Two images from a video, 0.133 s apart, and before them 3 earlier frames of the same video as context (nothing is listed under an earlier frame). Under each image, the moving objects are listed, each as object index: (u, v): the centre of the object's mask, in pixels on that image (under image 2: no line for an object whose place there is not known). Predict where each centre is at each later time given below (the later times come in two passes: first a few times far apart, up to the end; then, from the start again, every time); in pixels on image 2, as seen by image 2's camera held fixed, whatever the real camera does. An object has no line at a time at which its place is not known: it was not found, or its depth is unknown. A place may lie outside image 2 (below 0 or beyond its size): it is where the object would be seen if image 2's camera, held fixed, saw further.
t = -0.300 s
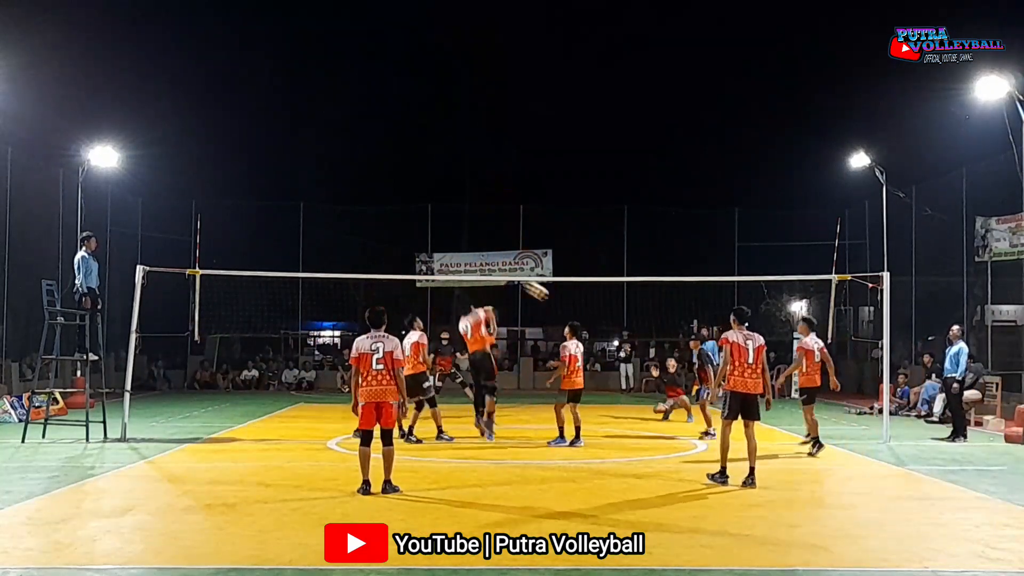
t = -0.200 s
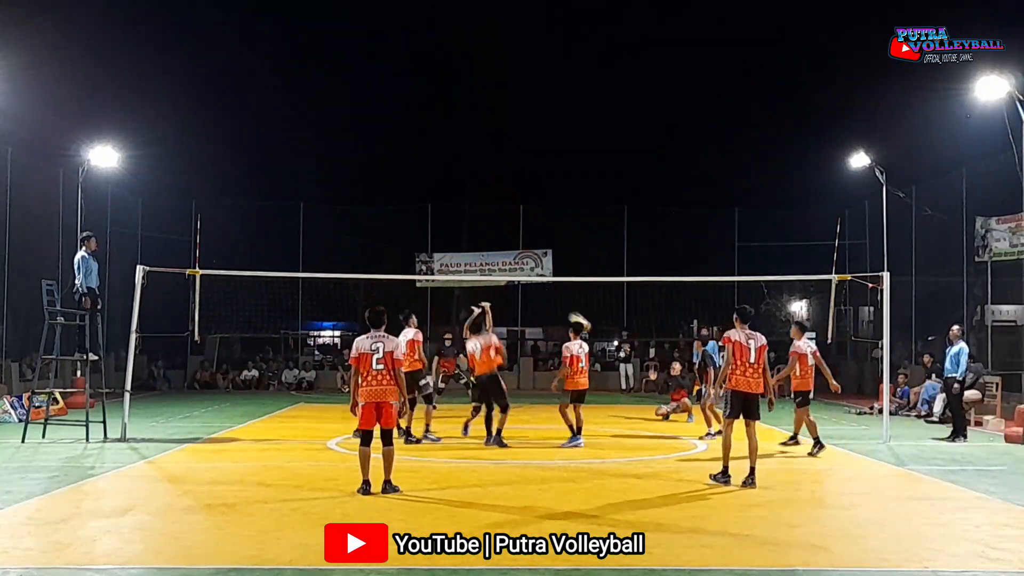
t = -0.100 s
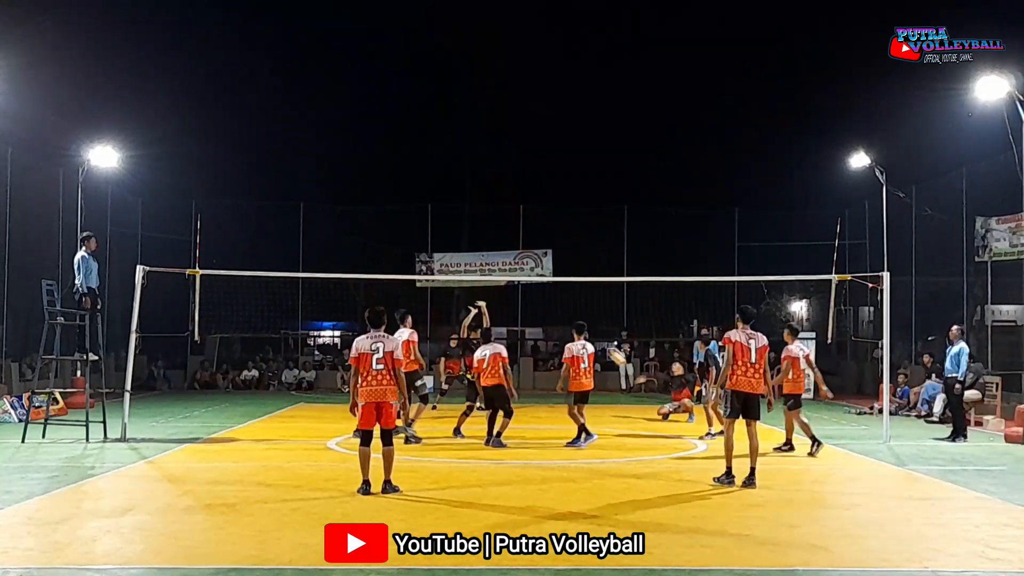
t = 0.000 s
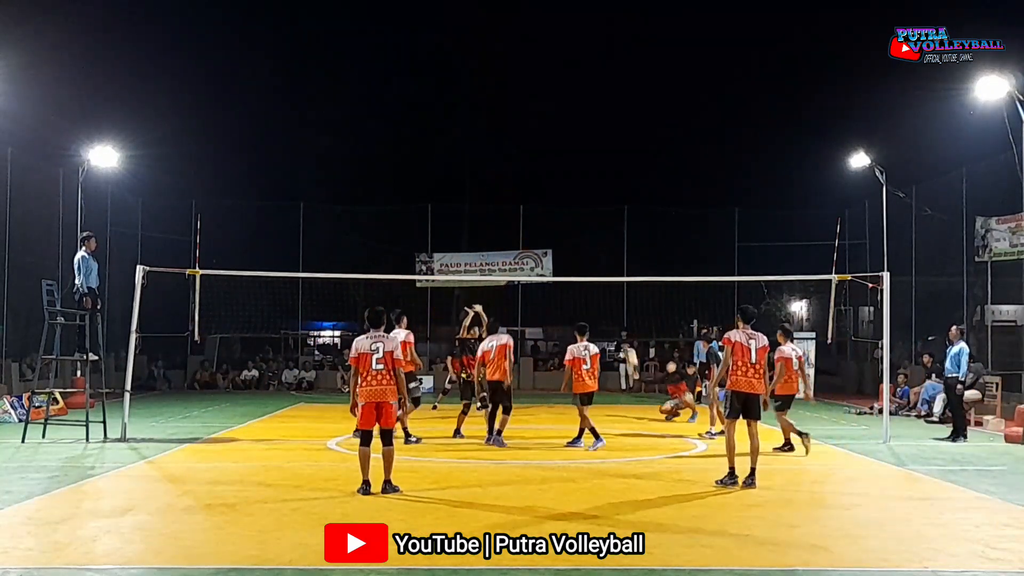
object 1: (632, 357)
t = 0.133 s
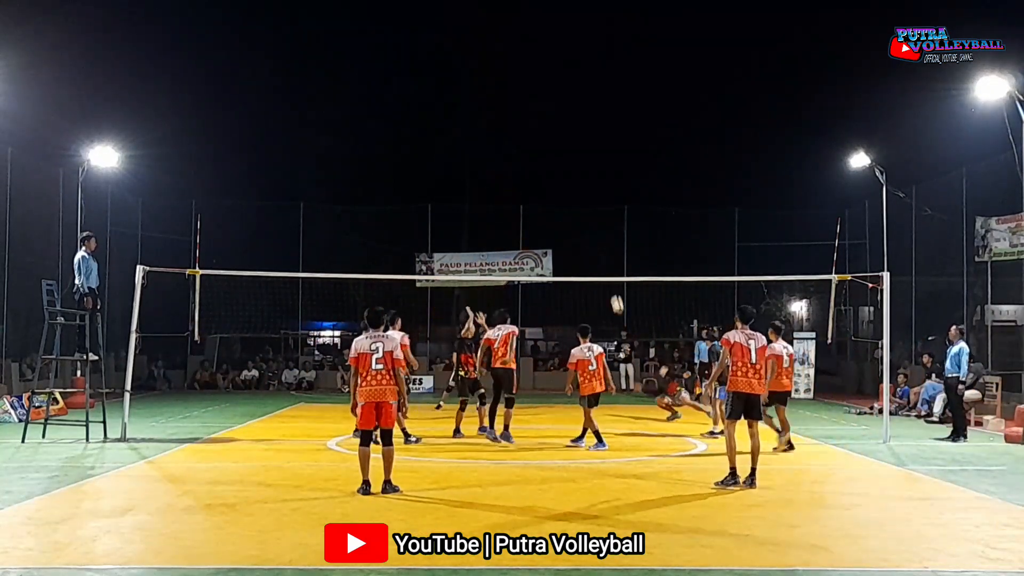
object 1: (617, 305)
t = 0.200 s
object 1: (611, 282)
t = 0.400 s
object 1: (590, 226)
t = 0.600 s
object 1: (570, 192)
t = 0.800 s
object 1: (549, 179)
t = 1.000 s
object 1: (529, 187)
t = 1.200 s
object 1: (509, 215)
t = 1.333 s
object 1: (496, 244)
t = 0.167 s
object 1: (614, 293)
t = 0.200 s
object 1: (611, 282)
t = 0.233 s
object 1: (607, 270)
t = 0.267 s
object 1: (604, 260)
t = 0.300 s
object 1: (600, 251)
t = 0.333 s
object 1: (597, 242)
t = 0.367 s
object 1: (593, 234)
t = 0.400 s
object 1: (590, 226)
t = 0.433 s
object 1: (586, 219)
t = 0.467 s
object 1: (583, 212)
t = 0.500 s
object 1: (580, 207)
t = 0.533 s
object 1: (576, 201)
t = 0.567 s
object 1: (573, 196)
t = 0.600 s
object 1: (570, 192)
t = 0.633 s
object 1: (566, 189)
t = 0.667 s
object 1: (563, 186)
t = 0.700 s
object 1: (559, 183)
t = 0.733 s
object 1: (556, 181)
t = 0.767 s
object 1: (553, 180)
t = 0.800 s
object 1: (549, 179)
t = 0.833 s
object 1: (546, 179)
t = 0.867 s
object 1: (543, 179)
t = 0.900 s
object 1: (539, 180)
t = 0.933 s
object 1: (536, 182)
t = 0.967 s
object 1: (533, 184)
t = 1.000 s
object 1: (529, 187)
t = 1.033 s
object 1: (526, 190)
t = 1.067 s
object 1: (522, 194)
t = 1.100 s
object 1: (519, 198)
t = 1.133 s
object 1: (516, 203)
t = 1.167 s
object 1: (512, 209)
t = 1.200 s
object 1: (509, 215)
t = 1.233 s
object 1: (506, 221)
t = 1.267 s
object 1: (502, 229)
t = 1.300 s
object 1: (499, 237)
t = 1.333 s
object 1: (496, 244)
